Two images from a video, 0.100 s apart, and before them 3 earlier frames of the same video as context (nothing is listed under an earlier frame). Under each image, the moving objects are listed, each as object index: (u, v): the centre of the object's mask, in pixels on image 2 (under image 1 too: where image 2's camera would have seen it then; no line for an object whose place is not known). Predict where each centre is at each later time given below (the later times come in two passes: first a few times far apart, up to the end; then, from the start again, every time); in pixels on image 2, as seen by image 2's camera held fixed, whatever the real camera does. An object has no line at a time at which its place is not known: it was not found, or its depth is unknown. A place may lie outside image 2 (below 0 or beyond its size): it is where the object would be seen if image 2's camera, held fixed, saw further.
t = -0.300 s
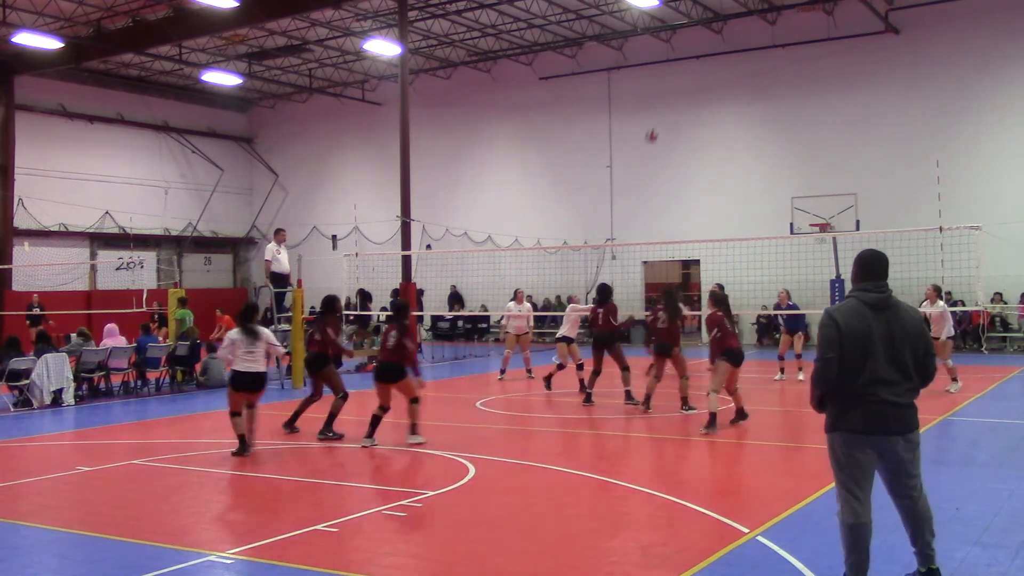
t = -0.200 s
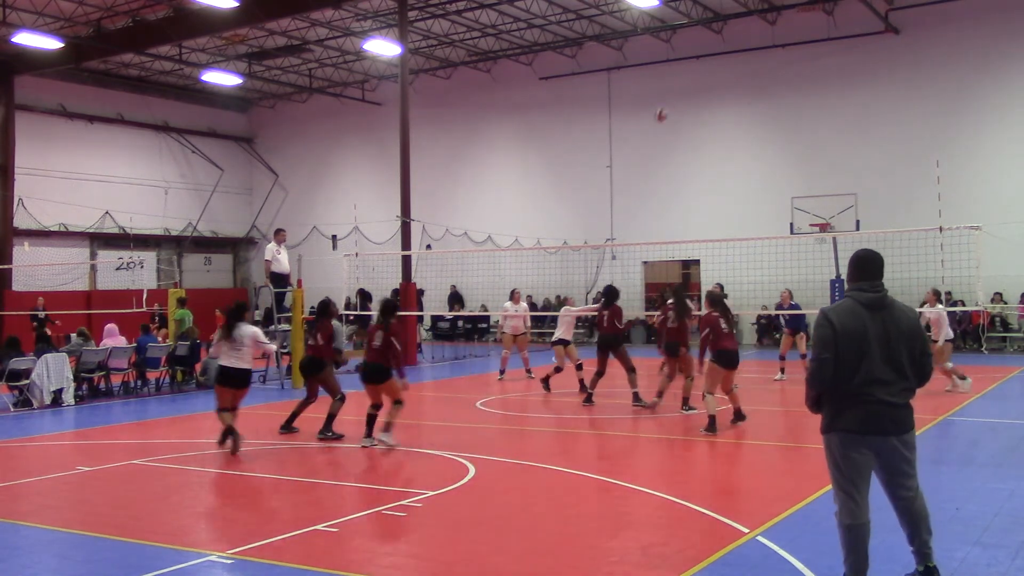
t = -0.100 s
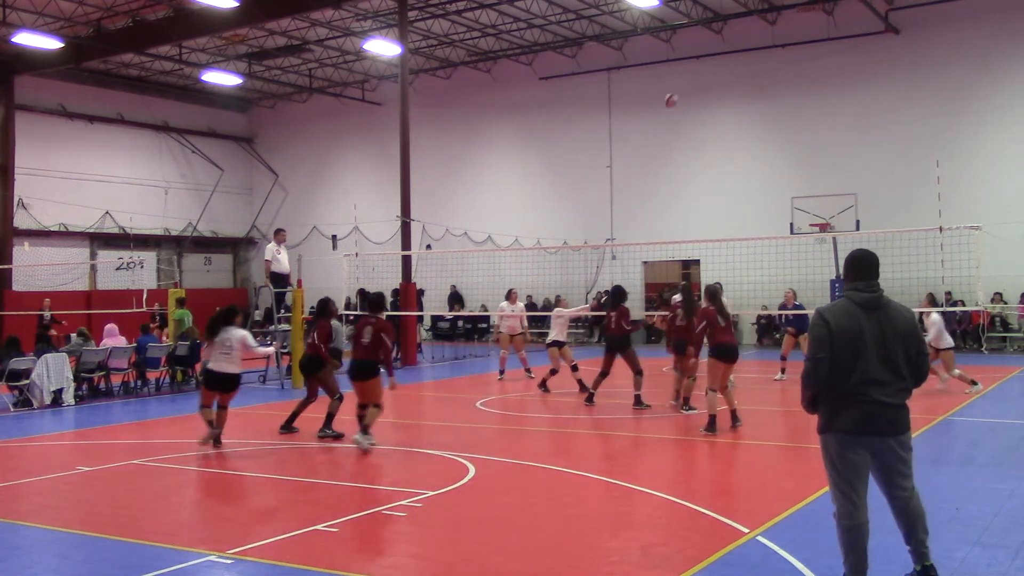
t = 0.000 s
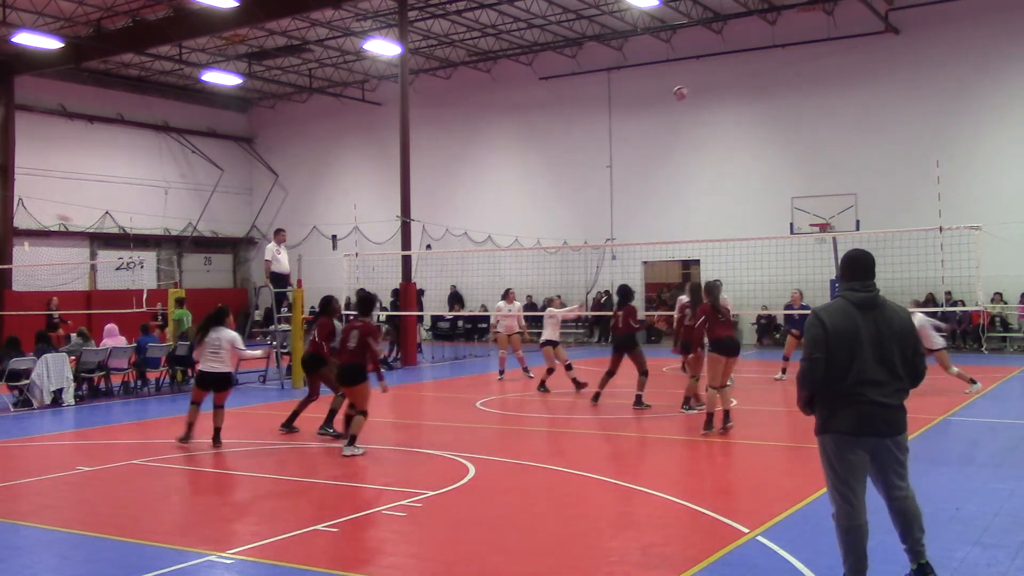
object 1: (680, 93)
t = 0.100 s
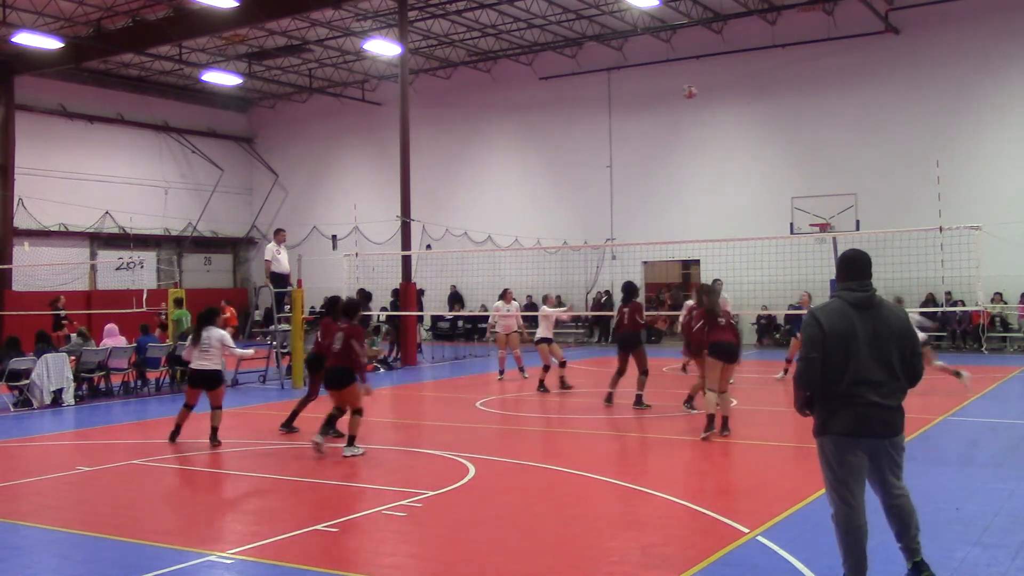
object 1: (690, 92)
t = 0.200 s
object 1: (699, 97)
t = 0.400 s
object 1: (718, 128)
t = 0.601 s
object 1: (737, 182)
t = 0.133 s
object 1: (693, 92)
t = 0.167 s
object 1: (696, 94)
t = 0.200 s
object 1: (699, 97)
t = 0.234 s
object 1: (702, 100)
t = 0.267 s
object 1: (706, 104)
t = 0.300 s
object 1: (708, 109)
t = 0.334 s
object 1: (712, 116)
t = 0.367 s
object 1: (715, 121)
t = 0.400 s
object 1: (718, 128)
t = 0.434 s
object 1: (721, 135)
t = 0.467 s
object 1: (725, 143)
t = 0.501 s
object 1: (728, 152)
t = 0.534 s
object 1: (731, 160)
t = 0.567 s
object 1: (734, 171)
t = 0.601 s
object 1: (737, 182)
